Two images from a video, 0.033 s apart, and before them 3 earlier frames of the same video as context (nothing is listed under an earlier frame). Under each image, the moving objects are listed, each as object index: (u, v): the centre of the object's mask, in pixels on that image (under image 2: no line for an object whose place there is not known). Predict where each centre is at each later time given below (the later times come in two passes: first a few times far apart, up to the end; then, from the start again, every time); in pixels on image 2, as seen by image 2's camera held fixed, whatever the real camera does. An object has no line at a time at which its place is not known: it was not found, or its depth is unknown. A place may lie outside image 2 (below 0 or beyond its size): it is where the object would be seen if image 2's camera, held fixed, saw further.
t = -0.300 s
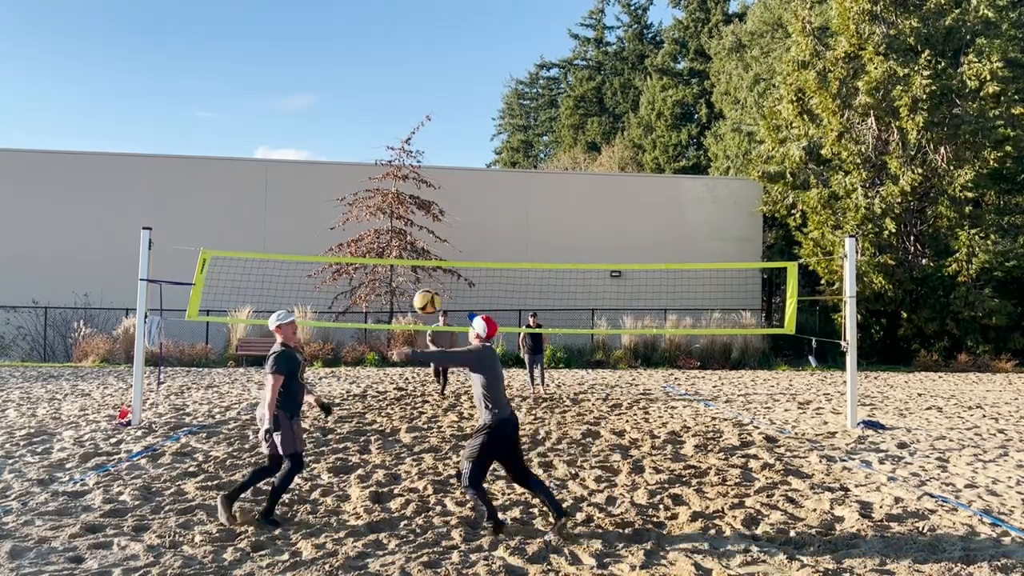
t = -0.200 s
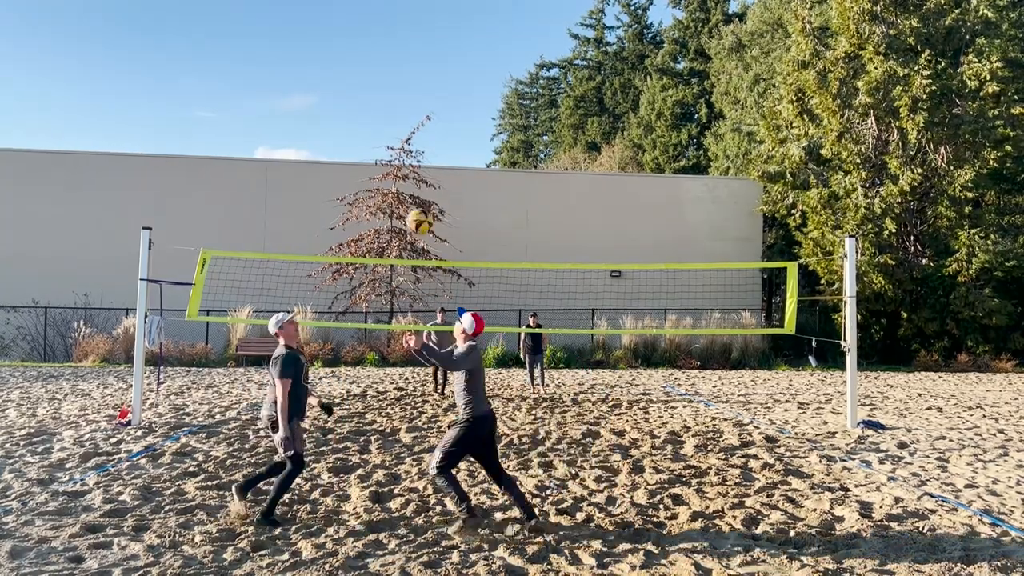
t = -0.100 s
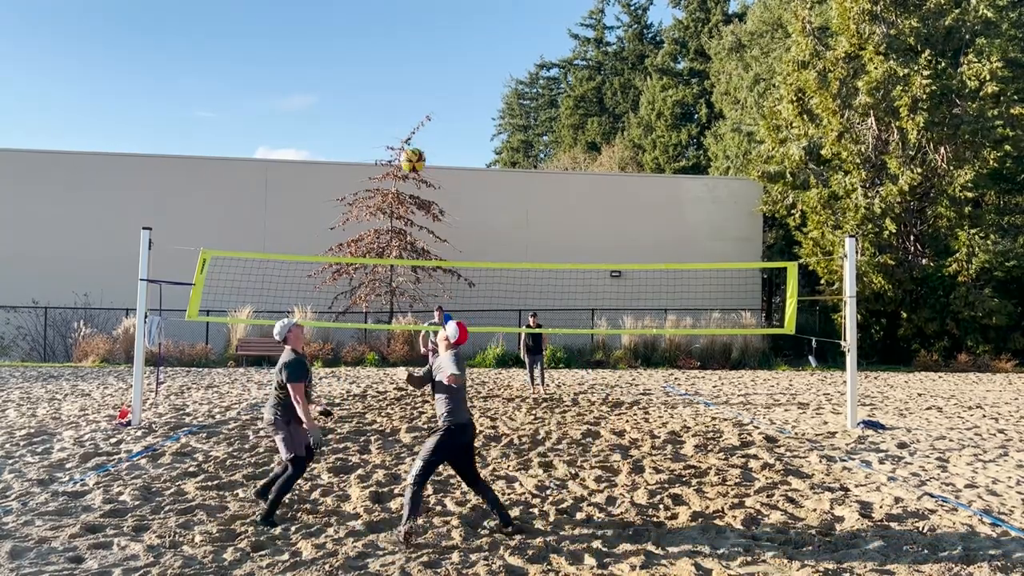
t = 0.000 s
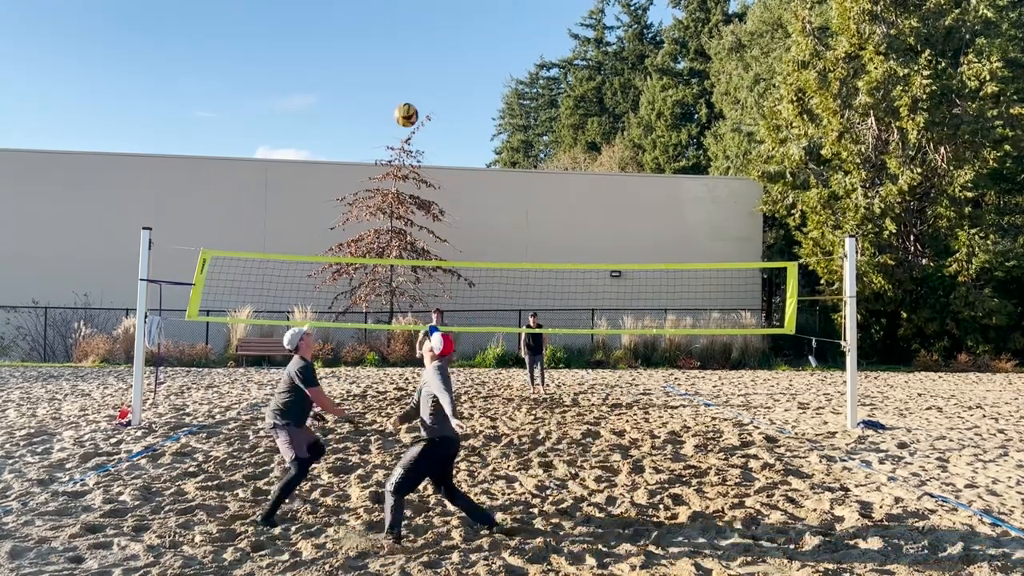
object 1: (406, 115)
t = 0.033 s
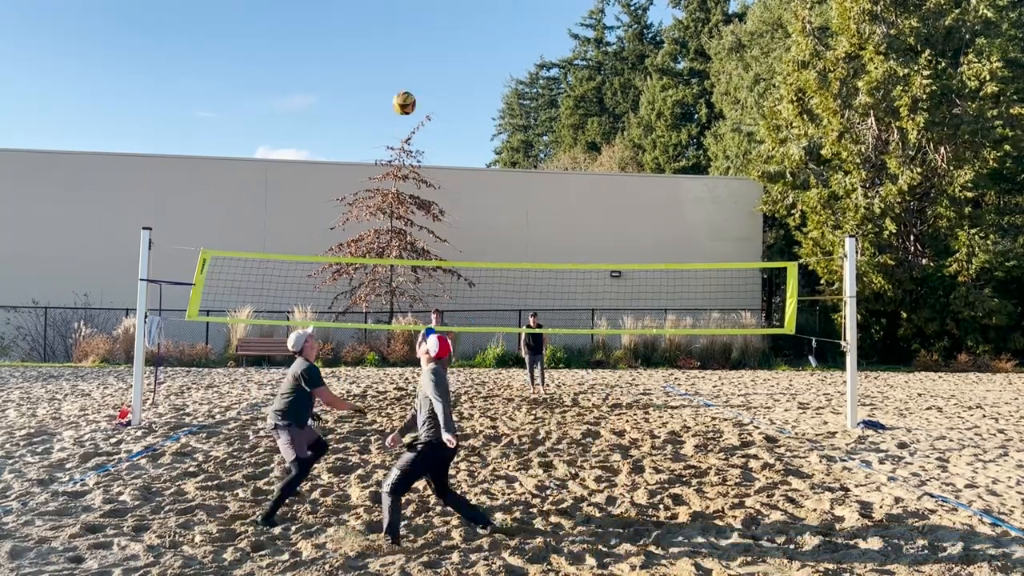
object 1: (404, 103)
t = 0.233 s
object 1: (392, 63)
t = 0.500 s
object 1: (380, 74)
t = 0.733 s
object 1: (370, 132)
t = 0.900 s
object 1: (363, 193)
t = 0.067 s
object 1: (402, 93)
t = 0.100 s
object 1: (400, 84)
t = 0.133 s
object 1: (398, 77)
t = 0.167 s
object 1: (396, 71)
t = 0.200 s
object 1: (395, 66)
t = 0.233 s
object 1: (392, 63)
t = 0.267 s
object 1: (390, 60)
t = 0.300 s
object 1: (389, 59)
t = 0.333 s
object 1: (387, 59)
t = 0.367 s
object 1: (385, 60)
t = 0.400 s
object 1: (384, 62)
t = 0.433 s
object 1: (382, 65)
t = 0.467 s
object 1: (381, 69)
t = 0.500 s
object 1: (380, 74)
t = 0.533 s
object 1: (378, 80)
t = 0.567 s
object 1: (376, 87)
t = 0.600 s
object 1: (375, 94)
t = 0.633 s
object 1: (374, 103)
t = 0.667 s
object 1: (373, 112)
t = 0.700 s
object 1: (371, 121)
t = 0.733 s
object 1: (370, 132)
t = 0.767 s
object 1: (369, 143)
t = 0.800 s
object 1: (368, 155)
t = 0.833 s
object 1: (366, 167)
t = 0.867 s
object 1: (364, 180)
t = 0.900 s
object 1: (363, 193)
